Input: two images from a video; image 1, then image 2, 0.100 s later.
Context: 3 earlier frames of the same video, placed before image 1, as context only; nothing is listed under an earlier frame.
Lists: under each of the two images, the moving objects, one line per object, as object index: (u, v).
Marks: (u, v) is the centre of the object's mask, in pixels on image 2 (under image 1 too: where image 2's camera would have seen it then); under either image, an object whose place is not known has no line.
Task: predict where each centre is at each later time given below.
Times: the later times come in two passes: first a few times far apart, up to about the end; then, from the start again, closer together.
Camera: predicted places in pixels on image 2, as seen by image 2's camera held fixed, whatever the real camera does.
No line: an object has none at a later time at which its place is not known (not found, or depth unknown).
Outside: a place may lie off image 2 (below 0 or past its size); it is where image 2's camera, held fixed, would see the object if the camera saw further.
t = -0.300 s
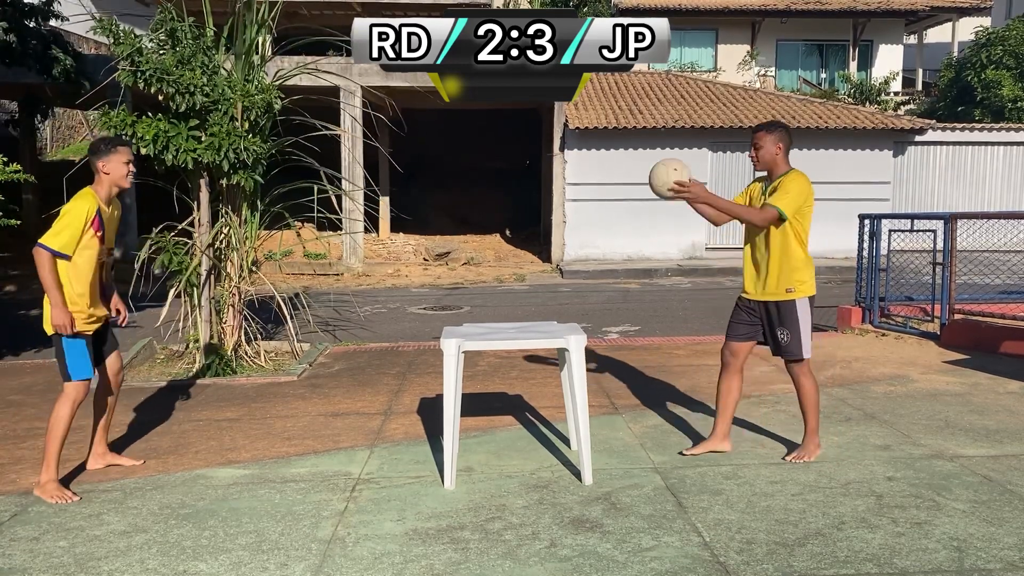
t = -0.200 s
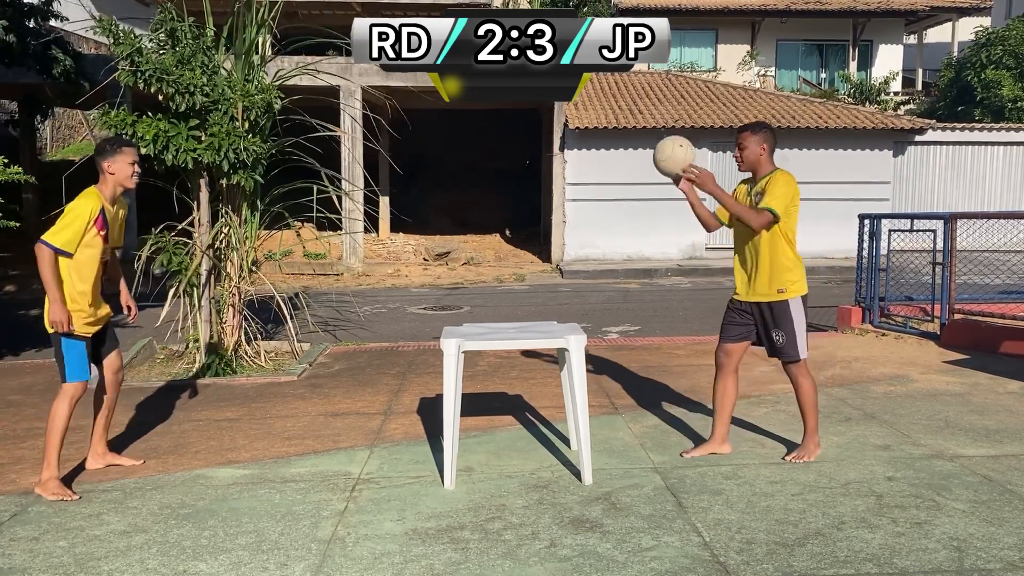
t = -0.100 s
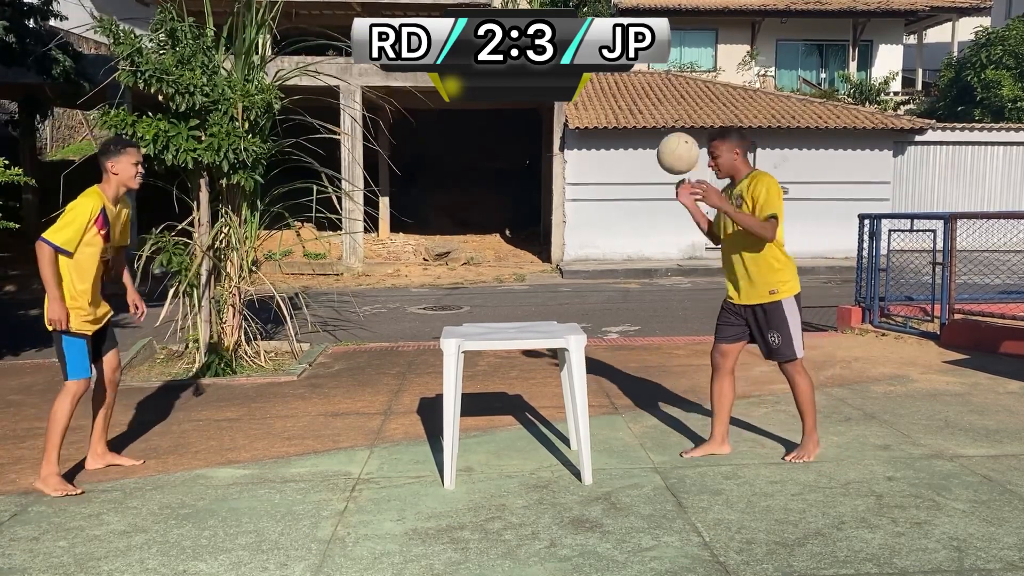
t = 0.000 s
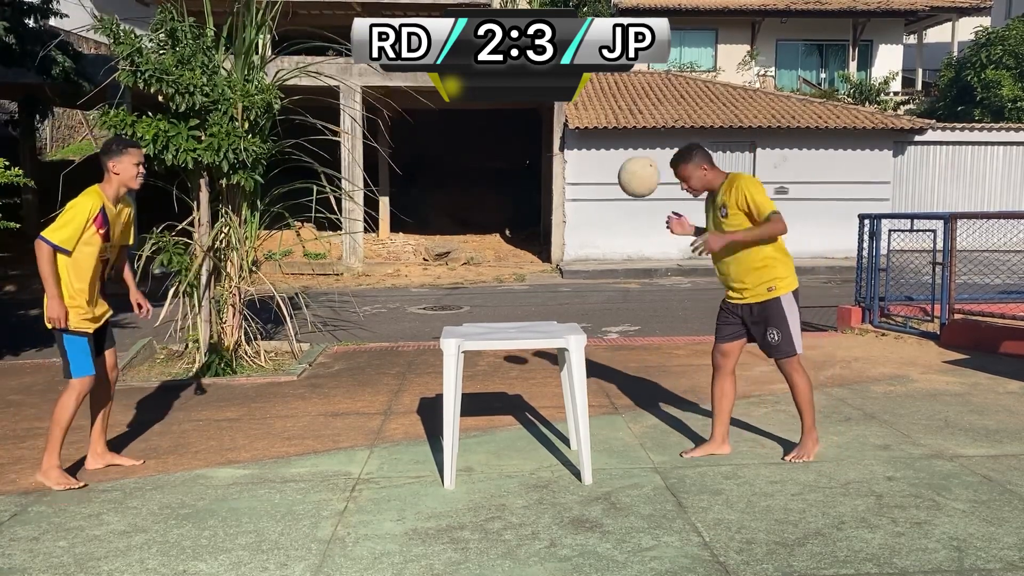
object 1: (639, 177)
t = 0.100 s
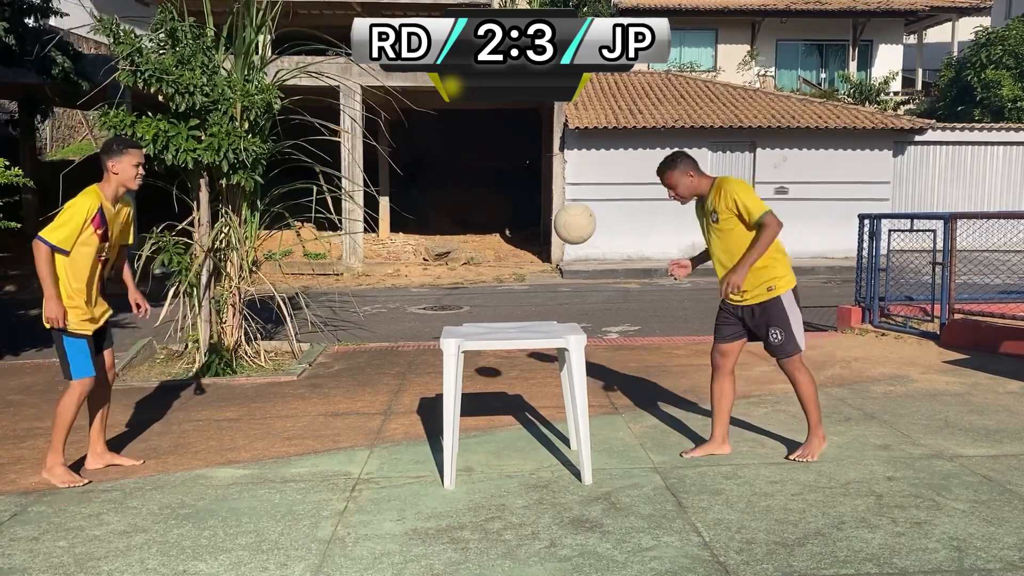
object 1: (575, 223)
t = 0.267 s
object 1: (476, 304)
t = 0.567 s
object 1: (362, 238)
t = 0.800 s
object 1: (271, 310)
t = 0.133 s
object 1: (553, 243)
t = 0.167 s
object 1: (532, 265)
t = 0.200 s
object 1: (510, 290)
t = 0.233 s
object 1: (488, 316)
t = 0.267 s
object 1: (476, 304)
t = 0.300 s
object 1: (464, 288)
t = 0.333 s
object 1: (451, 274)
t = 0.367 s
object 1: (439, 263)
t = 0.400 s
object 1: (426, 254)
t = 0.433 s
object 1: (414, 246)
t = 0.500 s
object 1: (388, 237)
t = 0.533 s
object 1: (375, 236)
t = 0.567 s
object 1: (362, 238)
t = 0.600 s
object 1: (349, 241)
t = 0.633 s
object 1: (335, 247)
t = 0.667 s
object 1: (323, 255)
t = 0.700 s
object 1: (309, 265)
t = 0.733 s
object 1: (296, 277)
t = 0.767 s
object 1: (283, 293)
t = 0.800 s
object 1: (271, 310)
